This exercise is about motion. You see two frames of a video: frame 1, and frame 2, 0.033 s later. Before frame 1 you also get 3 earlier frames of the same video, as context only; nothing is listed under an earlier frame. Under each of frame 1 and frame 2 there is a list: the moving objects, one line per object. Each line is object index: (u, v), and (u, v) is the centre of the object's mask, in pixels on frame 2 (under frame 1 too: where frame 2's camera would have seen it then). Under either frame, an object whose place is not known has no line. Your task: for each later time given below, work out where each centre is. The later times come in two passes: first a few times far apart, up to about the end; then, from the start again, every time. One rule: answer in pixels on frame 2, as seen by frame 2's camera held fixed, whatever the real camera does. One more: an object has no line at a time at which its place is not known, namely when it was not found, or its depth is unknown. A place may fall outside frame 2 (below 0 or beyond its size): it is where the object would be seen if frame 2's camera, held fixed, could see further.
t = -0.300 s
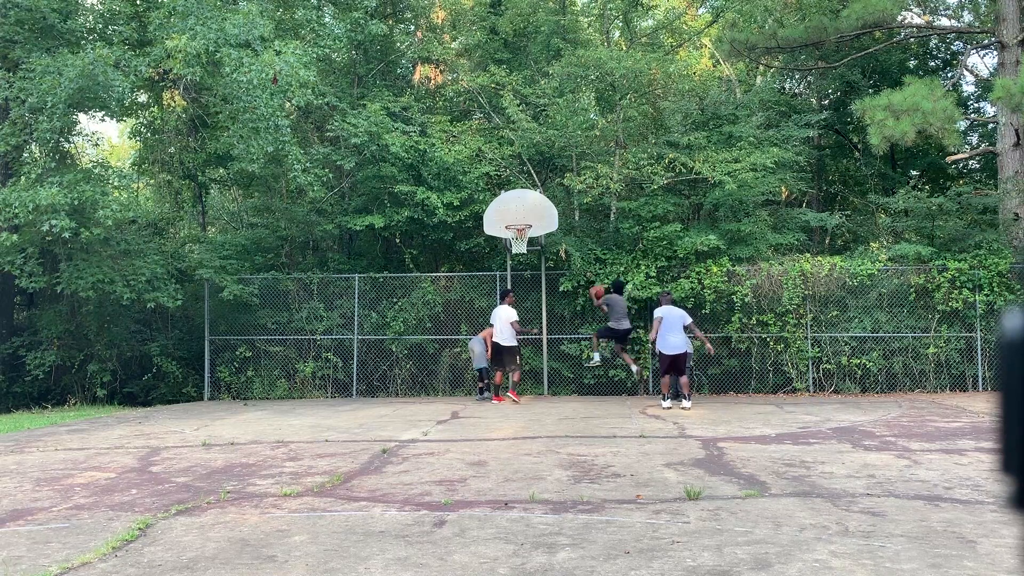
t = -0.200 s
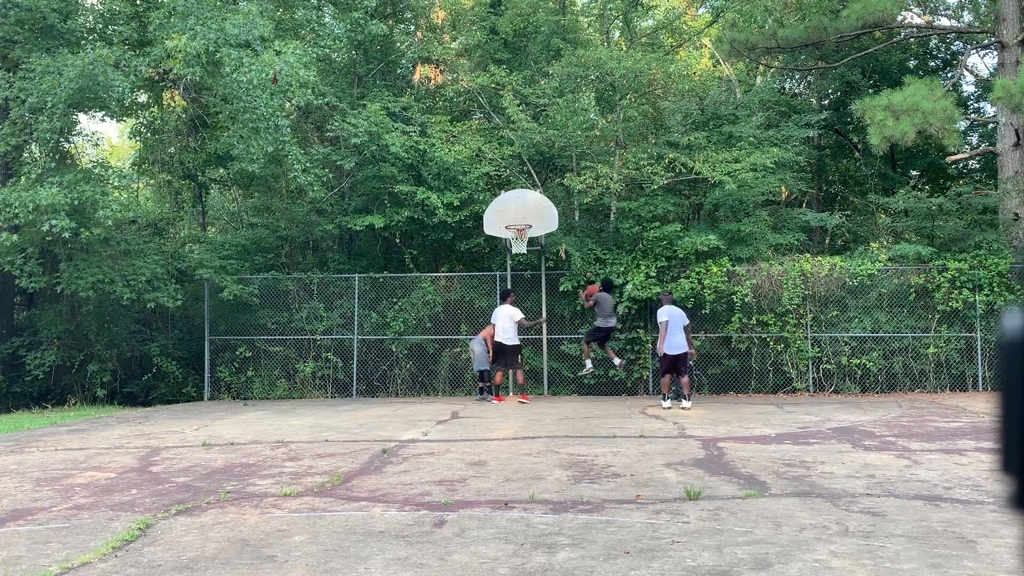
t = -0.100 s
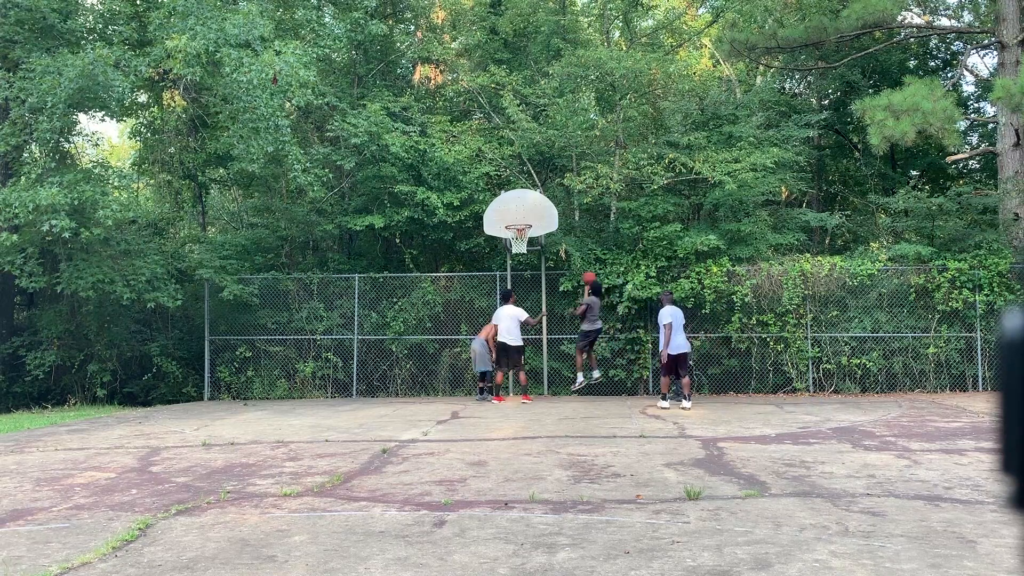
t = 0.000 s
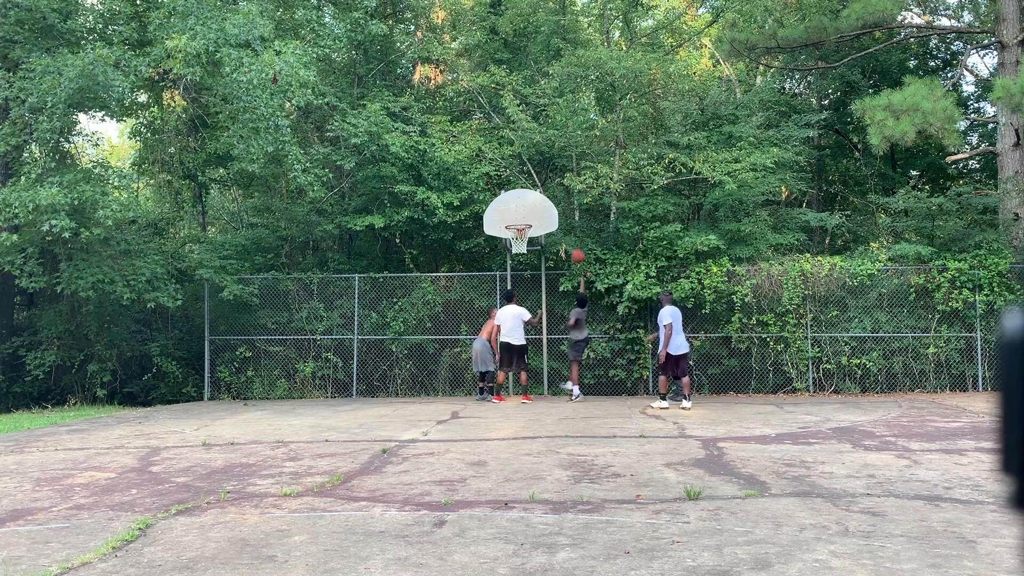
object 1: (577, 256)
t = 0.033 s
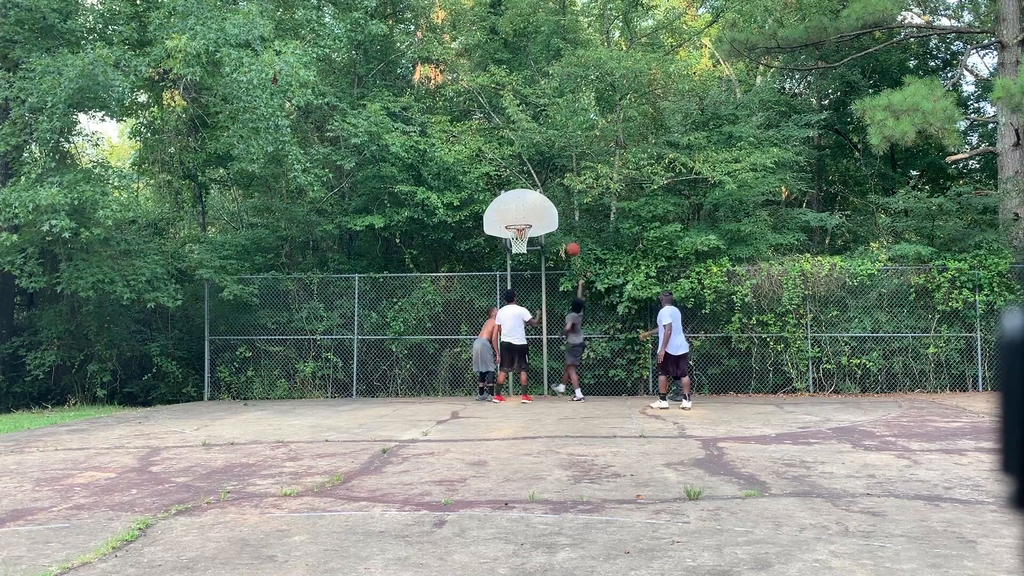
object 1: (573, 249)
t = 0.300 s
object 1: (539, 219)
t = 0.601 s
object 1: (517, 224)
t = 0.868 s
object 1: (513, 243)
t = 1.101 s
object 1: (522, 257)
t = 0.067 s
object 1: (569, 243)
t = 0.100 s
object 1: (564, 237)
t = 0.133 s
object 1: (560, 233)
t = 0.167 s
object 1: (556, 229)
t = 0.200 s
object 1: (551, 226)
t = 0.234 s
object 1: (547, 223)
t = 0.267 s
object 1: (543, 221)
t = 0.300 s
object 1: (539, 219)
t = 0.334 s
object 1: (535, 219)
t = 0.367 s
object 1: (532, 219)
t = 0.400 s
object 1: (528, 219)
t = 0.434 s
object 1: (526, 219)
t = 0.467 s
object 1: (524, 219)
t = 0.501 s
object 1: (523, 219)
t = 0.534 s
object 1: (521, 220)
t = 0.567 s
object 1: (519, 223)
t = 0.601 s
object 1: (517, 224)
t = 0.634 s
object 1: (515, 227)
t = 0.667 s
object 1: (513, 232)
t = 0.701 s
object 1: (512, 234)
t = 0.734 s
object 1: (511, 234)
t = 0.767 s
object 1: (511, 234)
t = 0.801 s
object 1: (512, 234)
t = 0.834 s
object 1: (511, 234)
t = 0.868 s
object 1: (513, 243)
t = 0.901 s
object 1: (516, 245)
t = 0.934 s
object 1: (518, 246)
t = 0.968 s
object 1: (517, 248)
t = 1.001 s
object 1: (519, 249)
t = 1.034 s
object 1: (520, 252)
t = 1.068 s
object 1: (521, 254)
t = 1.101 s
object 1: (522, 257)
